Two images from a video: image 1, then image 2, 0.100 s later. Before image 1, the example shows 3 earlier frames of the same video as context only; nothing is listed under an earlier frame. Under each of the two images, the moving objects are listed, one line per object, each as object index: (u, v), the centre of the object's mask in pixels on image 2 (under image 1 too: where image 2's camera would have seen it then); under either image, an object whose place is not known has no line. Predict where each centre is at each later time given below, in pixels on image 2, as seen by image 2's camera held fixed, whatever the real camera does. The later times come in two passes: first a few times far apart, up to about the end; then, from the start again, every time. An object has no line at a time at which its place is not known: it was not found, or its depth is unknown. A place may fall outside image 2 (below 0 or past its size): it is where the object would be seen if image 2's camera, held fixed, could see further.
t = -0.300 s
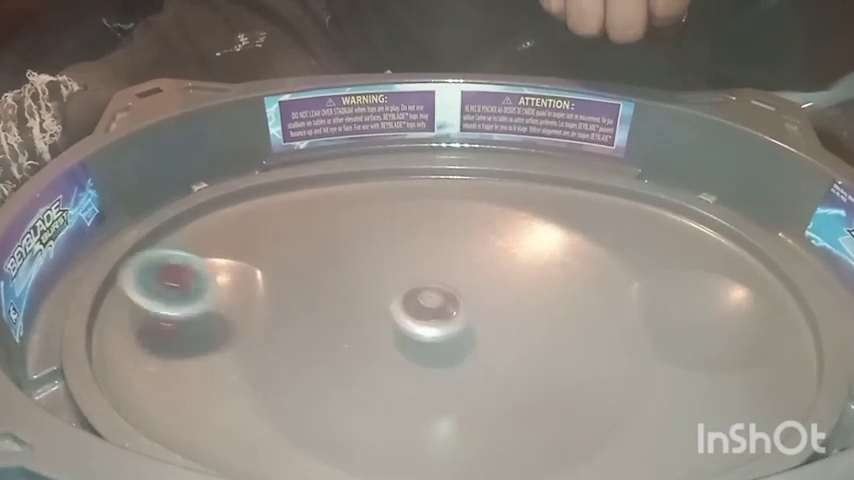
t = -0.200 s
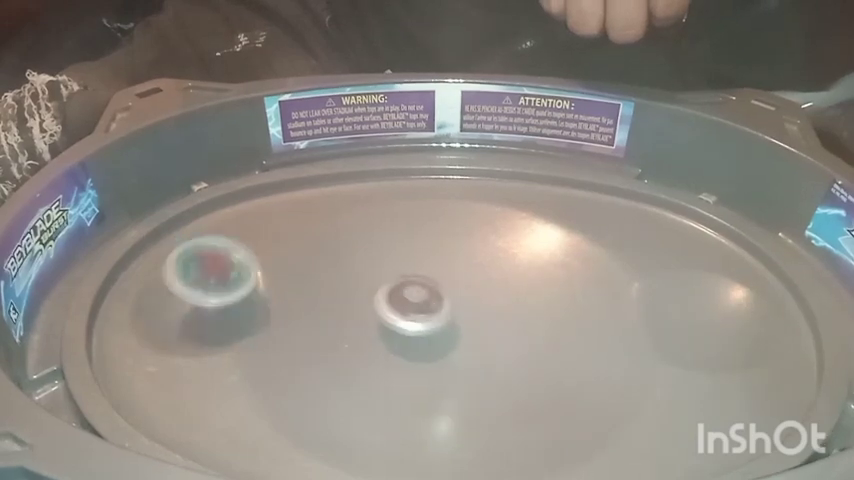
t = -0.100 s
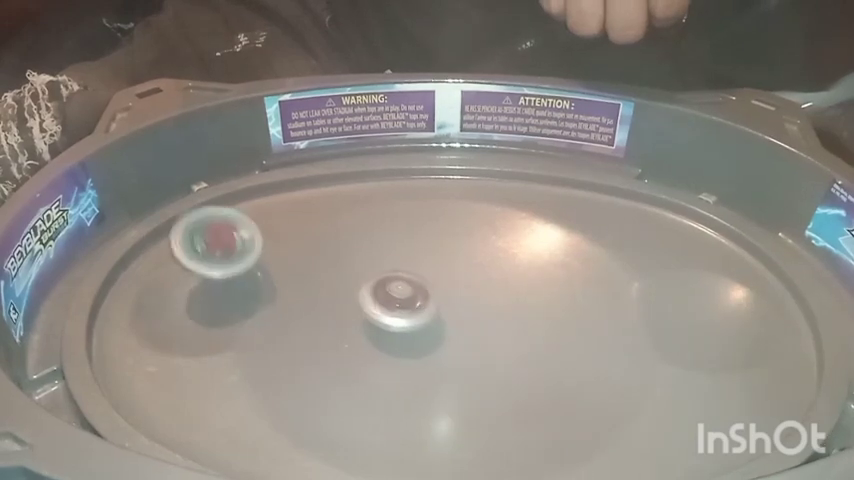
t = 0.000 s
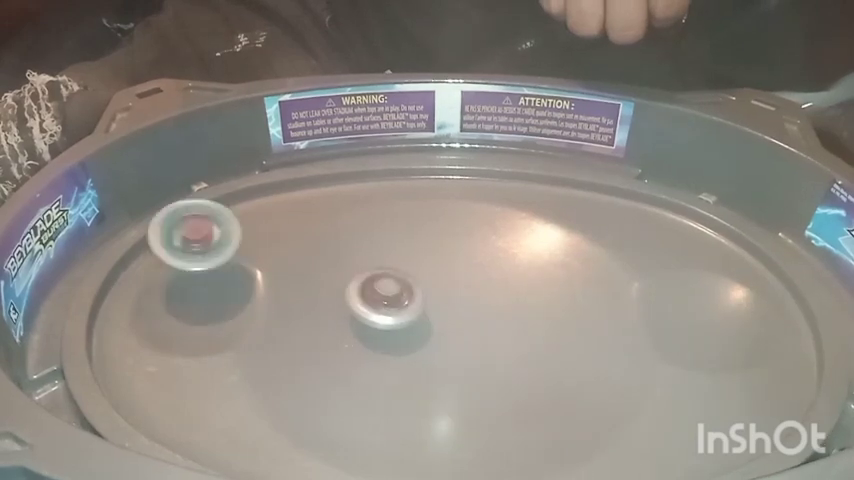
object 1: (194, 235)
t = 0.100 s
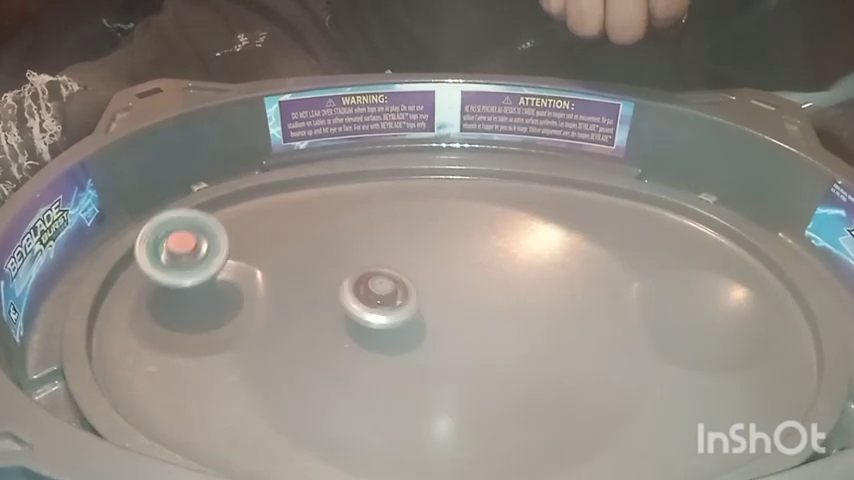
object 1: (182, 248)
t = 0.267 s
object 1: (215, 273)
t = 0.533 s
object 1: (273, 285)
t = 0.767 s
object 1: (503, 375)
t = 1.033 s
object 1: (594, 275)
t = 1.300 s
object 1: (446, 235)
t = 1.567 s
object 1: (312, 280)
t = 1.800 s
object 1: (331, 339)
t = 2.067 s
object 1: (441, 333)
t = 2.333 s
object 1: (477, 257)
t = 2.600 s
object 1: (436, 227)
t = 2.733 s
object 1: (416, 233)
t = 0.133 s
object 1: (180, 256)
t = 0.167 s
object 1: (183, 264)
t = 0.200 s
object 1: (192, 270)
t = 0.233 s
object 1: (203, 273)
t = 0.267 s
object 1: (215, 273)
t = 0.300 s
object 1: (227, 270)
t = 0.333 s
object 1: (235, 264)
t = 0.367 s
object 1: (241, 259)
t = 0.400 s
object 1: (243, 258)
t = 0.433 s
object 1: (246, 258)
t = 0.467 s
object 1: (251, 262)
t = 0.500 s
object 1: (261, 271)
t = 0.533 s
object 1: (273, 285)
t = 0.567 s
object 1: (293, 305)
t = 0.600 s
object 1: (322, 327)
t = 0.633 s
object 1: (356, 349)
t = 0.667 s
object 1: (392, 365)
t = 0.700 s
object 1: (430, 374)
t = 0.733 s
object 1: (468, 377)
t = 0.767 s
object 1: (503, 375)
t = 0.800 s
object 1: (537, 367)
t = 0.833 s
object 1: (562, 356)
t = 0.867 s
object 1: (582, 342)
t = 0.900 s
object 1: (595, 327)
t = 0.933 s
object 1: (602, 313)
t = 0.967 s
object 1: (604, 299)
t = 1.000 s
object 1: (601, 286)
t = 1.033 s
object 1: (594, 275)
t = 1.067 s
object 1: (585, 265)
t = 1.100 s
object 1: (571, 255)
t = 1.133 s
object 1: (553, 246)
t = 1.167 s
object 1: (534, 240)
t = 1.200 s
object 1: (514, 236)
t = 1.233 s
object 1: (493, 234)
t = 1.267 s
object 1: (469, 233)
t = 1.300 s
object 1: (446, 235)
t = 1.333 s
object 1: (422, 237)
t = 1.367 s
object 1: (401, 240)
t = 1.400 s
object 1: (381, 245)
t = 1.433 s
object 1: (363, 250)
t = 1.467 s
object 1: (347, 256)
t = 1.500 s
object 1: (332, 264)
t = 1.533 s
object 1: (321, 272)
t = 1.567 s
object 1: (312, 280)
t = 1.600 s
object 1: (306, 289)
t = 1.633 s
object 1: (302, 298)
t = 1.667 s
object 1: (302, 307)
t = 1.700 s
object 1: (306, 317)
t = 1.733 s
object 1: (312, 325)
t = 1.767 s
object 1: (321, 333)
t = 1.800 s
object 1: (331, 339)
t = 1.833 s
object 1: (344, 344)
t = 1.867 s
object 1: (356, 347)
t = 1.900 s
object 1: (372, 348)
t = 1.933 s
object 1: (387, 347)
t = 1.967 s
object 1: (402, 345)
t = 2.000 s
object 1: (415, 343)
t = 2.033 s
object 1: (428, 339)
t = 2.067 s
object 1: (441, 333)
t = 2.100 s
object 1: (452, 325)
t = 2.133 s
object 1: (460, 317)
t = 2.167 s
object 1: (468, 307)
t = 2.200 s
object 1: (473, 298)
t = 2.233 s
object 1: (475, 288)
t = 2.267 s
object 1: (478, 277)
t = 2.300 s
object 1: (479, 267)
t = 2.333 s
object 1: (477, 257)
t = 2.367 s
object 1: (475, 249)
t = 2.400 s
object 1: (471, 242)
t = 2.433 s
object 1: (466, 236)
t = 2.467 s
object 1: (460, 232)
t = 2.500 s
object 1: (454, 229)
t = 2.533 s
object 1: (448, 227)
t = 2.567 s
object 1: (441, 226)
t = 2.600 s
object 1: (436, 227)
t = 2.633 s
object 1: (430, 228)
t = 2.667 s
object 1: (425, 230)
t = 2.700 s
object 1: (419, 232)
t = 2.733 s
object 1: (416, 233)
